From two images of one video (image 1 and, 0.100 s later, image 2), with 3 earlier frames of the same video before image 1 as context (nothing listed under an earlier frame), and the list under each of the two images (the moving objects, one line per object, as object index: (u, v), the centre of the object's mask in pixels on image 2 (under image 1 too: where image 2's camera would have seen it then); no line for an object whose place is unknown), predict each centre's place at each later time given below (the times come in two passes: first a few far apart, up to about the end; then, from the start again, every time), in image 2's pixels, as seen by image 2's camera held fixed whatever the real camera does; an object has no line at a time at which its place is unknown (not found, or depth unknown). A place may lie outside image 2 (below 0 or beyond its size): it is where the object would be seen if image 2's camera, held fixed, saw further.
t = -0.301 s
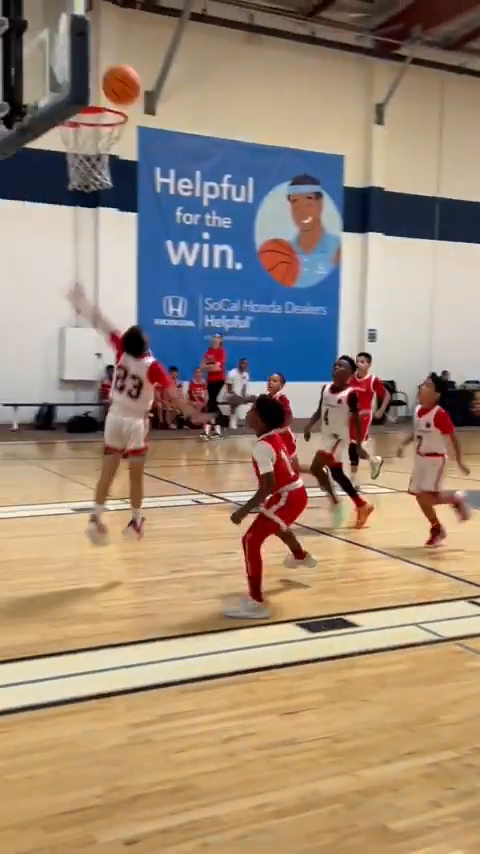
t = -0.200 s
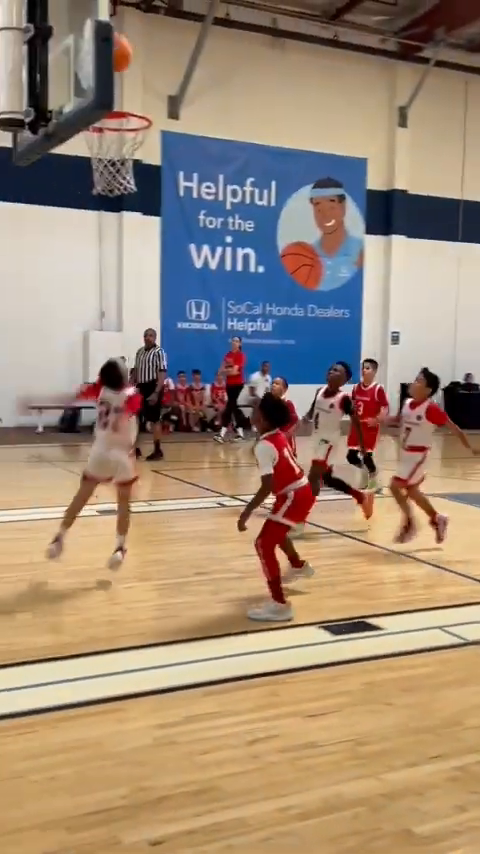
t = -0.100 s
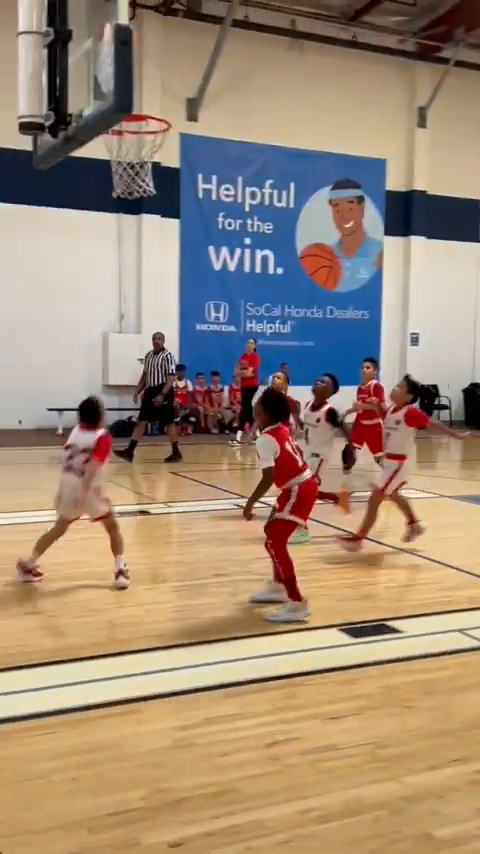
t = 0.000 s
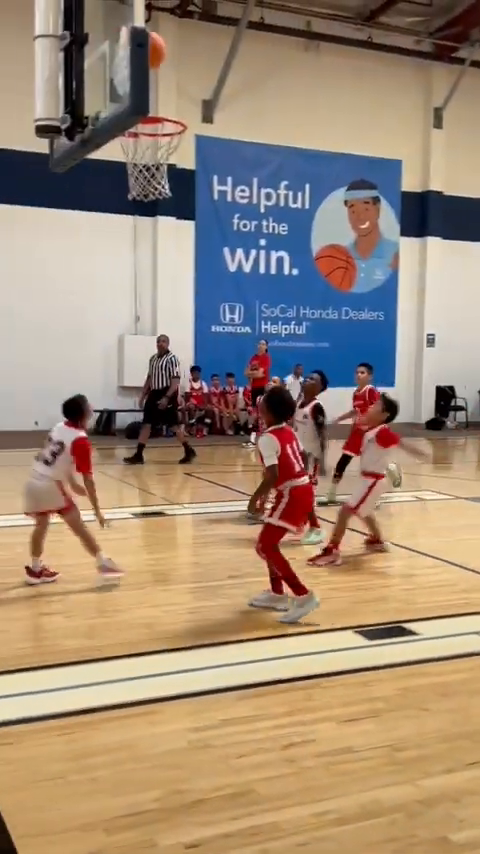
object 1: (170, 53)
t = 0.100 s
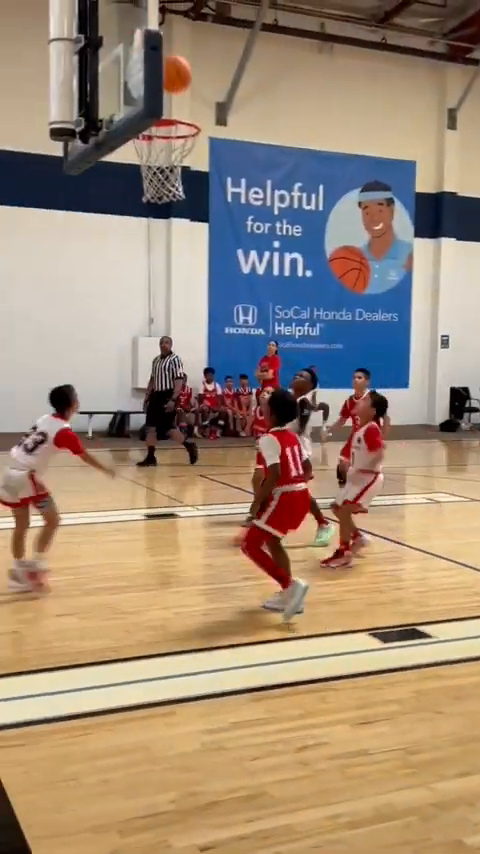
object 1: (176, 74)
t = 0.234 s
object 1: (187, 118)
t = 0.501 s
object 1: (168, 136)
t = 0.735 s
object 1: (192, 159)
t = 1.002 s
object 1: (163, 207)
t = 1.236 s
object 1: (125, 319)
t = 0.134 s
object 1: (178, 84)
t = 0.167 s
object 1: (182, 96)
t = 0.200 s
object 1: (186, 107)
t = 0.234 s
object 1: (187, 118)
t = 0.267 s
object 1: (178, 117)
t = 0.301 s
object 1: (171, 118)
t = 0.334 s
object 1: (166, 122)
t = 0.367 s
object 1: (160, 130)
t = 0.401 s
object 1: (151, 135)
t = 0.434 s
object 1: (156, 135)
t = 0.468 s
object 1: (161, 133)
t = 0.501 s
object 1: (168, 136)
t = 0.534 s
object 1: (175, 142)
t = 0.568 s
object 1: (183, 146)
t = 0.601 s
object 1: (187, 150)
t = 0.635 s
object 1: (190, 152)
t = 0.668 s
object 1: (192, 154)
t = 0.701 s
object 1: (193, 156)
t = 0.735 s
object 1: (192, 159)
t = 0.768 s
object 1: (191, 163)
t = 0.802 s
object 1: (189, 166)
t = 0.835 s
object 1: (186, 171)
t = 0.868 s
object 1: (183, 177)
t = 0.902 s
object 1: (178, 182)
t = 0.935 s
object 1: (173, 189)
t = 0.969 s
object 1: (168, 198)
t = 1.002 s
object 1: (163, 207)
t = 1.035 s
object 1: (157, 218)
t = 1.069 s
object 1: (152, 231)
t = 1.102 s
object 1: (146, 246)
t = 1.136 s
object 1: (141, 262)
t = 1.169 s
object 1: (136, 279)
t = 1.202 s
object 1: (130, 298)
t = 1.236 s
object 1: (125, 319)
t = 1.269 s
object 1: (120, 340)
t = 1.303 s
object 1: (115, 363)
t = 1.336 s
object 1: (110, 387)
